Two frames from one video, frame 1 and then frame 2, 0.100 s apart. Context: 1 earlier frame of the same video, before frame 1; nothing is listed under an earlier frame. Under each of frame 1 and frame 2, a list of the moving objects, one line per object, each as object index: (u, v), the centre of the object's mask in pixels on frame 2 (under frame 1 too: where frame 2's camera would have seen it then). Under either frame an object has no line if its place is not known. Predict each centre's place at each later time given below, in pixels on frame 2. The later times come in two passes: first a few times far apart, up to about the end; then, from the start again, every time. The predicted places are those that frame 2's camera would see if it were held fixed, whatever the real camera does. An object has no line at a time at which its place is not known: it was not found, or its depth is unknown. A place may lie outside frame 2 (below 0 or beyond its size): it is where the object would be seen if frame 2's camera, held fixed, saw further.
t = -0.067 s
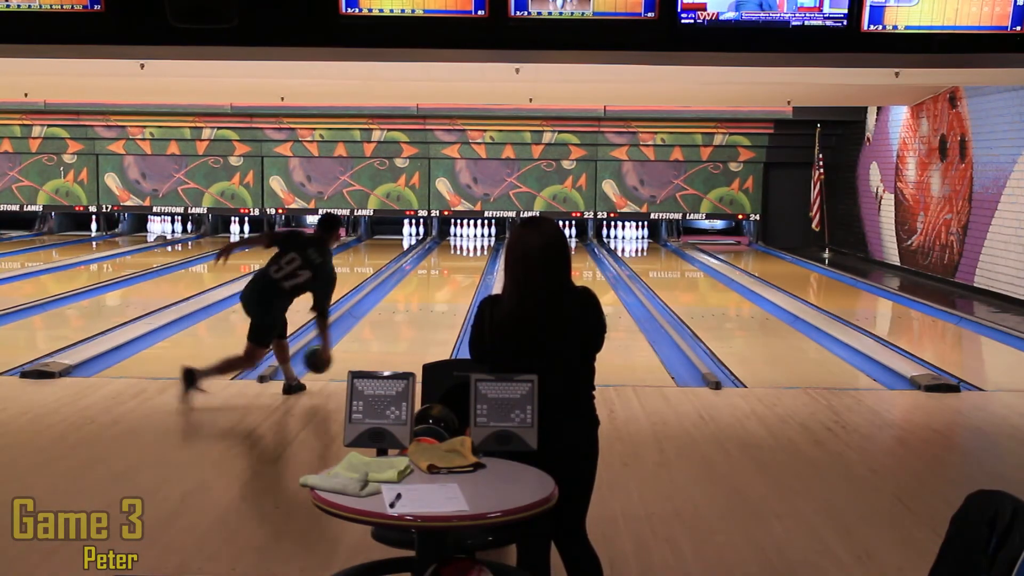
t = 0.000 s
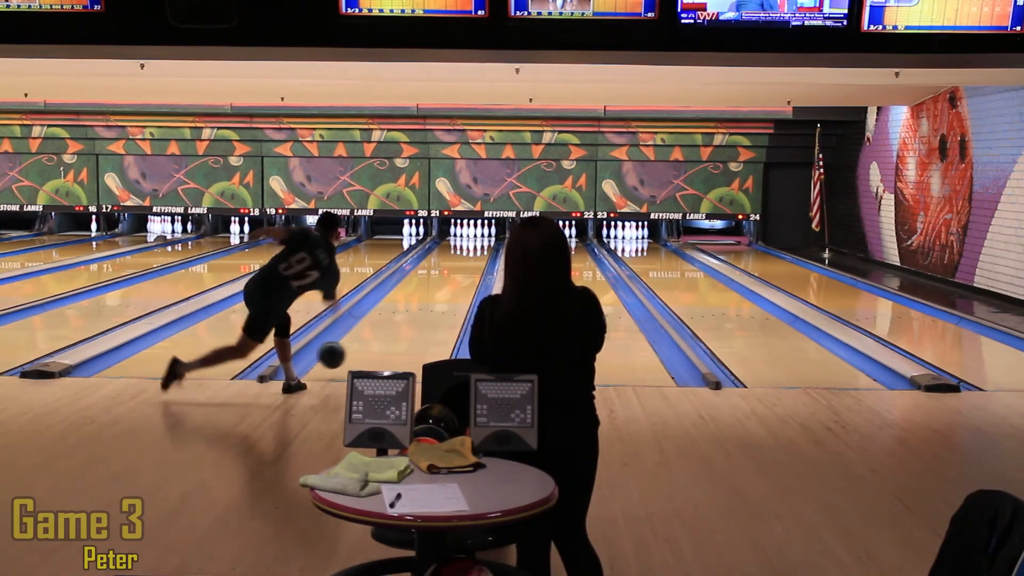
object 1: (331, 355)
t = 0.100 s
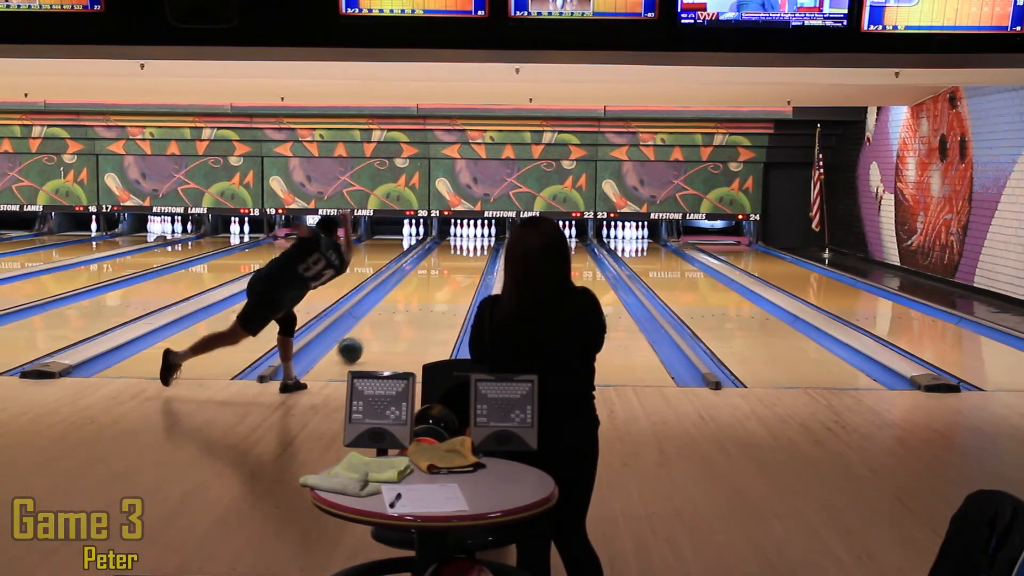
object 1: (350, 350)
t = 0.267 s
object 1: (376, 331)
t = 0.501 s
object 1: (403, 310)
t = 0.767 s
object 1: (427, 291)
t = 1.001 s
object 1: (442, 279)
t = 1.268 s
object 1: (456, 268)
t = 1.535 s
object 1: (467, 258)
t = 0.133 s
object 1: (356, 345)
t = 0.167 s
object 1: (361, 342)
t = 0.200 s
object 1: (366, 338)
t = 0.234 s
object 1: (371, 334)
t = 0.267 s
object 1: (376, 331)
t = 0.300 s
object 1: (380, 327)
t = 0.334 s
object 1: (384, 324)
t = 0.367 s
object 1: (388, 321)
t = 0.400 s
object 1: (392, 318)
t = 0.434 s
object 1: (396, 315)
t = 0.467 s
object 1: (400, 313)
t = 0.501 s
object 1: (403, 310)
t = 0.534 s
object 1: (406, 307)
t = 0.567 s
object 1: (410, 305)
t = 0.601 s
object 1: (413, 302)
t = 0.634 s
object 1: (416, 300)
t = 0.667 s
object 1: (419, 298)
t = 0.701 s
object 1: (421, 296)
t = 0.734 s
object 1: (424, 293)
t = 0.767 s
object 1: (427, 291)
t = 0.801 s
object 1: (429, 289)
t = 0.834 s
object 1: (431, 287)
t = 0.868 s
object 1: (434, 285)
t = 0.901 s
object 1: (436, 284)
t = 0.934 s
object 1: (438, 282)
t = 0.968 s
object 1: (440, 280)
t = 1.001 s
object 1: (442, 279)
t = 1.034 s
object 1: (444, 277)
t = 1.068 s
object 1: (446, 275)
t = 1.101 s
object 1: (448, 274)
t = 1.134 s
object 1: (450, 273)
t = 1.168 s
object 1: (451, 272)
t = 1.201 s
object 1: (453, 270)
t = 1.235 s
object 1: (455, 269)
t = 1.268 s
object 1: (456, 268)
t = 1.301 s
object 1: (458, 266)
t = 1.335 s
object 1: (459, 265)
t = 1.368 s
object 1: (461, 263)
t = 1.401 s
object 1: (462, 262)
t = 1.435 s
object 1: (463, 261)
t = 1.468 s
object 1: (465, 260)
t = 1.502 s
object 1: (466, 259)
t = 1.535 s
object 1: (467, 258)
